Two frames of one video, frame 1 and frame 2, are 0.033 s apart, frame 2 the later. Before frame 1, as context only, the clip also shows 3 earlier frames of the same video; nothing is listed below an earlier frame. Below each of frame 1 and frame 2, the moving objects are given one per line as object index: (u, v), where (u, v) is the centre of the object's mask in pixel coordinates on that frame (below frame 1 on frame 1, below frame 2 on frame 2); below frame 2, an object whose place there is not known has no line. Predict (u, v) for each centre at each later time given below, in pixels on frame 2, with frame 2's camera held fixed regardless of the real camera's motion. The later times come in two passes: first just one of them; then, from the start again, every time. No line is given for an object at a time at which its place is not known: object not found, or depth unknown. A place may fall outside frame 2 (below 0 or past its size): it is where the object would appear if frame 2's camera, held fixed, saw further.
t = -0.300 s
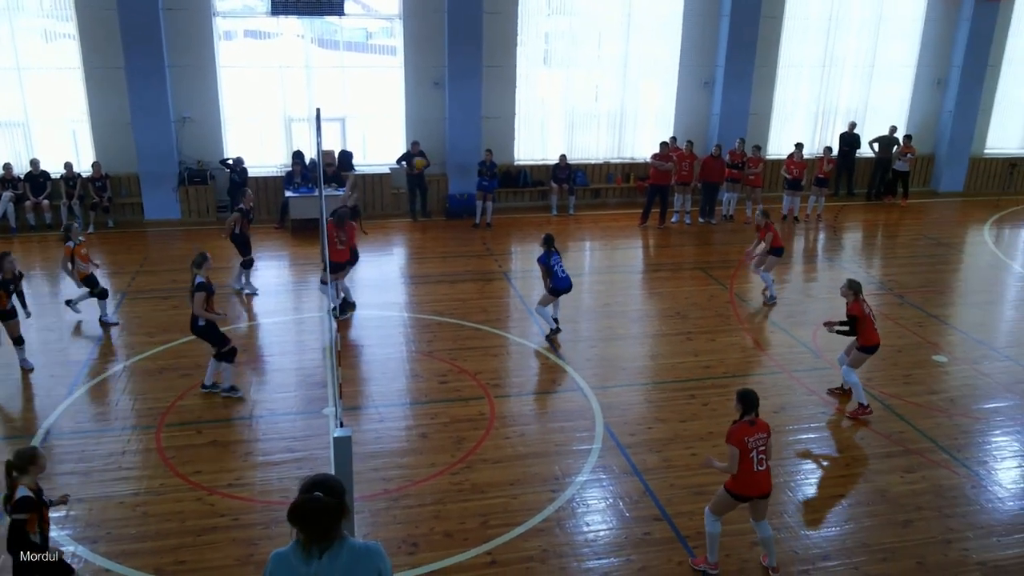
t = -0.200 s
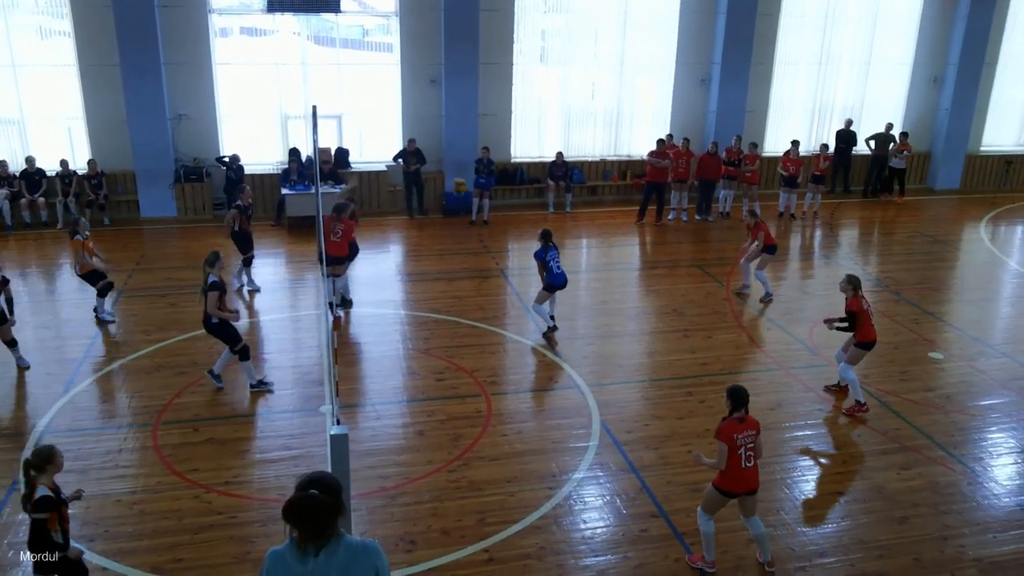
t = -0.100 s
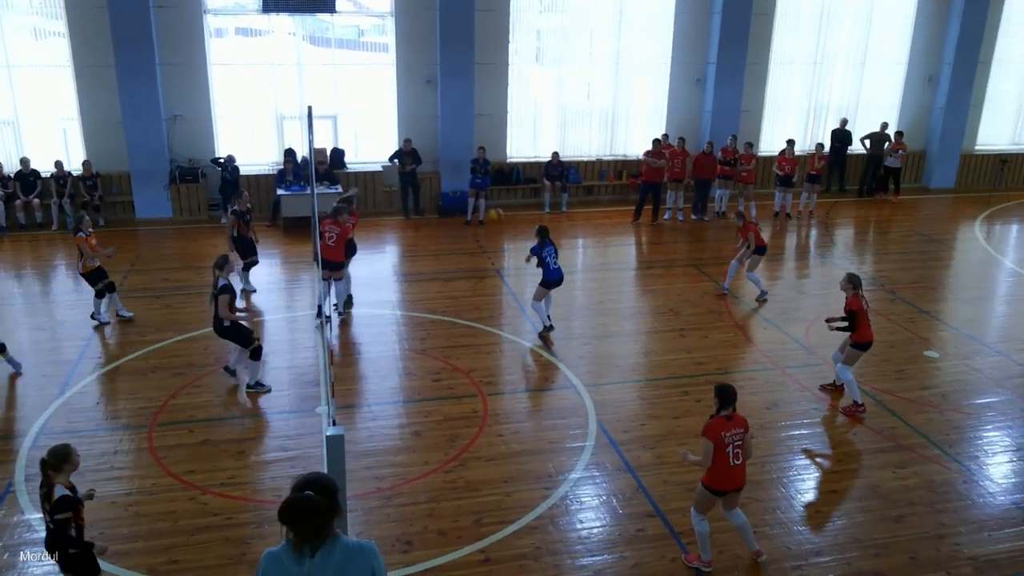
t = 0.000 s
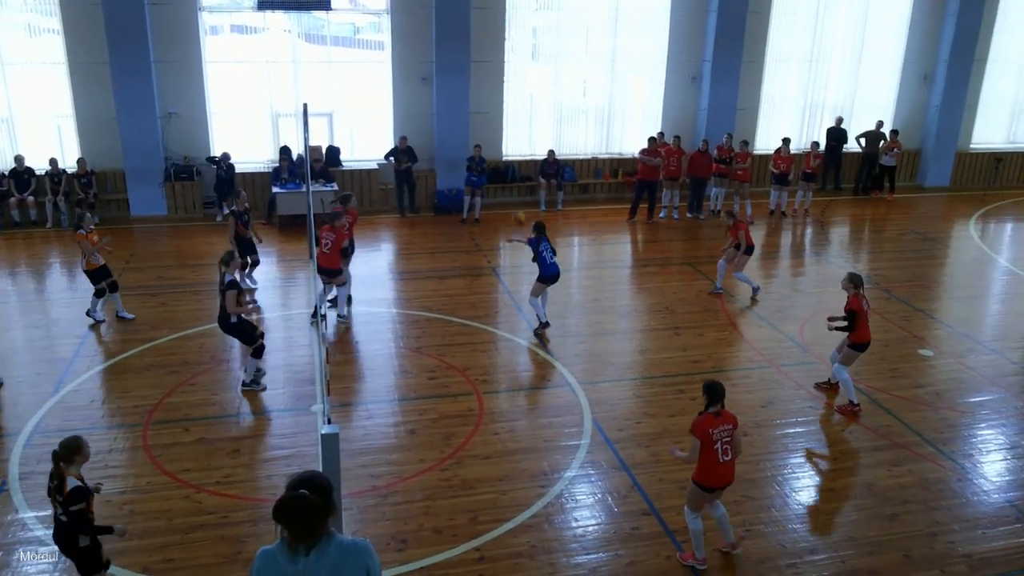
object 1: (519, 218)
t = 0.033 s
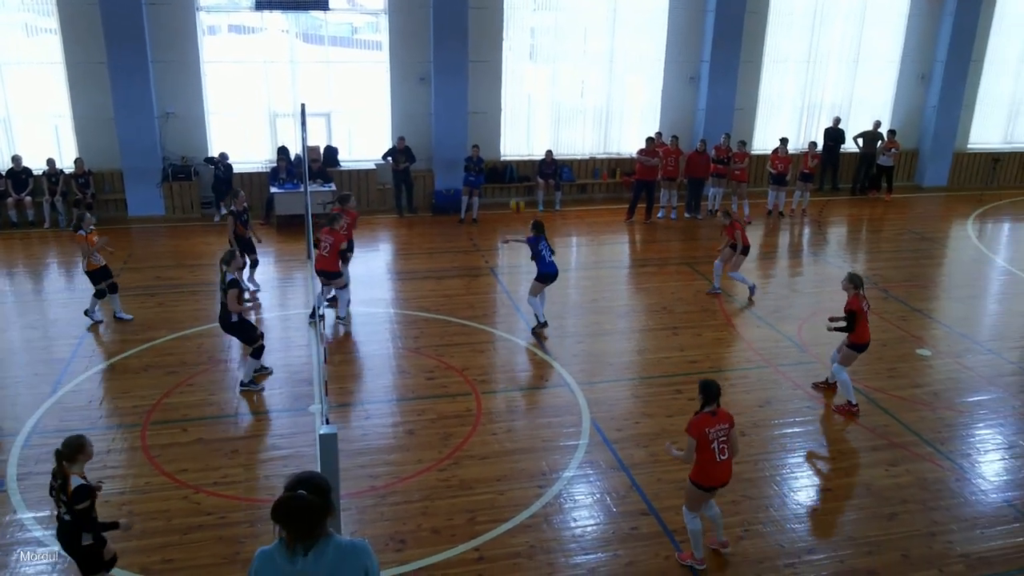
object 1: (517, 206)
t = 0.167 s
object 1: (518, 156)
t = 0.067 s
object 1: (517, 191)
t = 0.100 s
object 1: (518, 178)
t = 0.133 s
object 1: (519, 169)
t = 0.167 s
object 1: (518, 156)
